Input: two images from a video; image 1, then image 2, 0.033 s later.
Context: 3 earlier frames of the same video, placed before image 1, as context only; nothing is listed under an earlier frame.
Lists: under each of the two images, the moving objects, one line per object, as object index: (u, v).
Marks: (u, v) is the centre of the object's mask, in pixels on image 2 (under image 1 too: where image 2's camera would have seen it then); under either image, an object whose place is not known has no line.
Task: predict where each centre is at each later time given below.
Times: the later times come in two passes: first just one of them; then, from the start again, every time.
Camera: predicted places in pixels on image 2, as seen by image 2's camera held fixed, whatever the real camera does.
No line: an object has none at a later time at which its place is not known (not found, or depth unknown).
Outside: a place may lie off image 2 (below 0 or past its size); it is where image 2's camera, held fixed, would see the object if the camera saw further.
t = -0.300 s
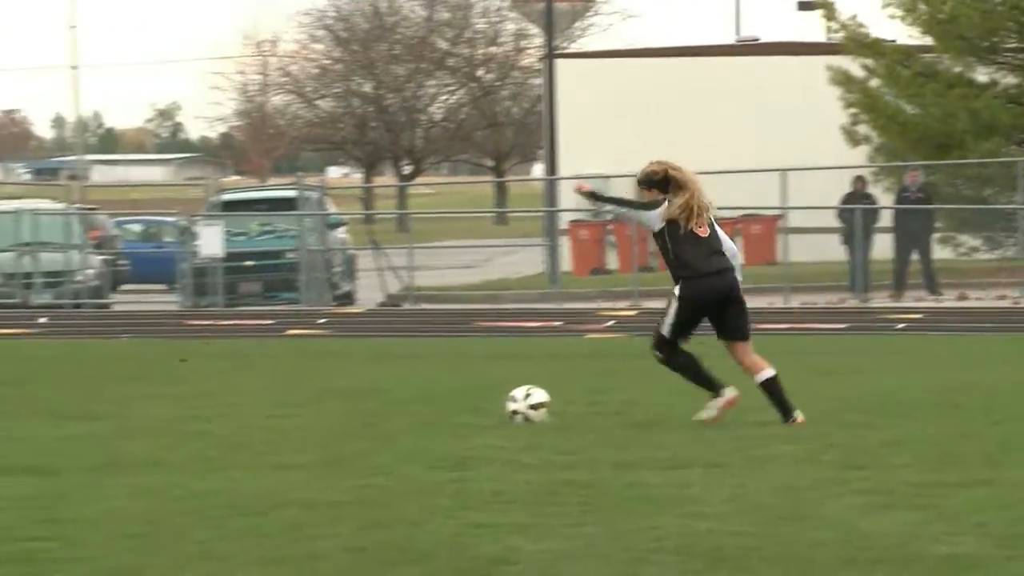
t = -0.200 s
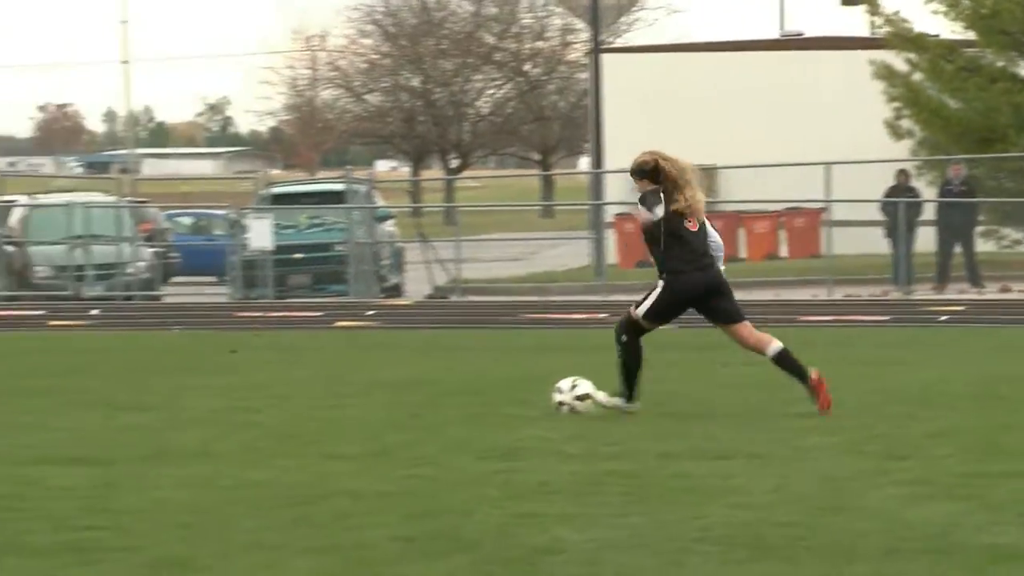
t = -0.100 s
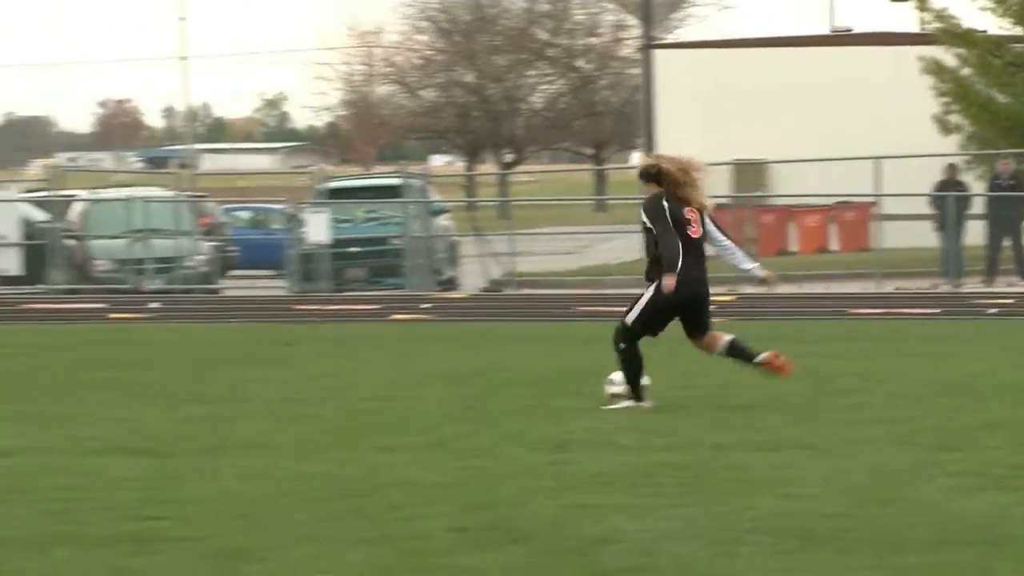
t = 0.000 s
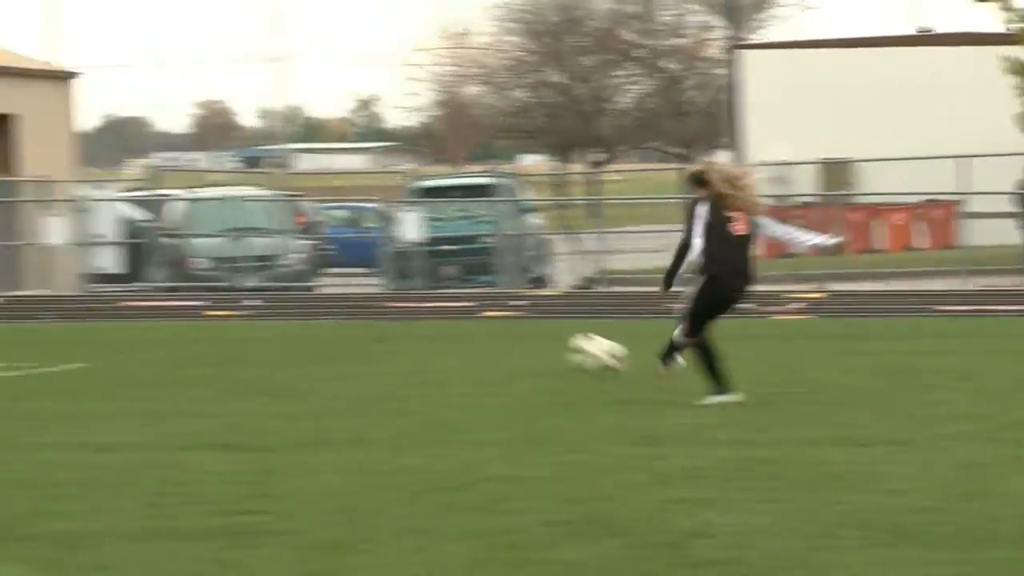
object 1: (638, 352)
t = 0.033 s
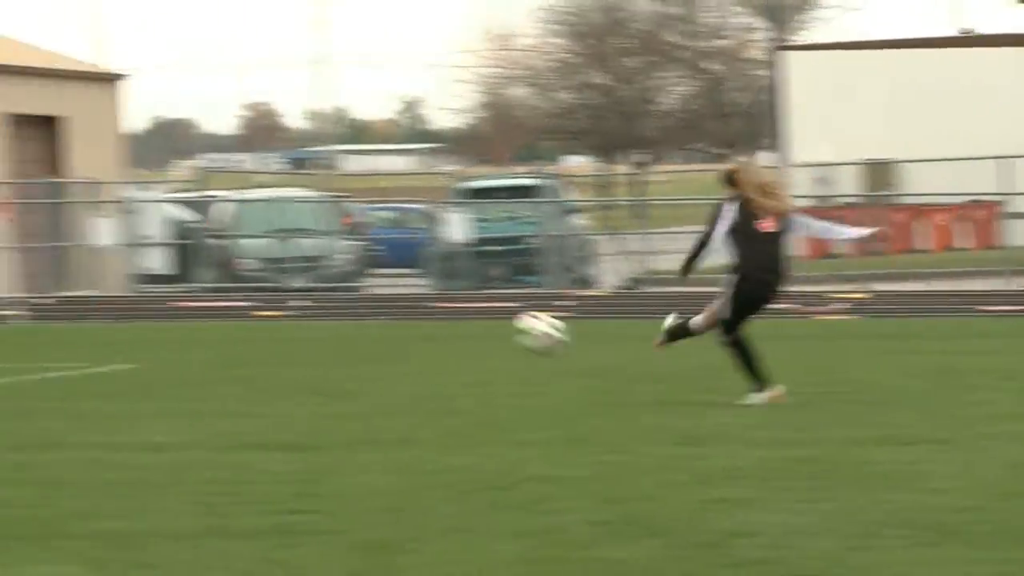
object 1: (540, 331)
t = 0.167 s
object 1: (157, 267)
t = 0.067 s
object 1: (446, 311)
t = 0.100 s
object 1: (350, 294)
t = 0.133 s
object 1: (254, 279)
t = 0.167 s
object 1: (157, 267)
